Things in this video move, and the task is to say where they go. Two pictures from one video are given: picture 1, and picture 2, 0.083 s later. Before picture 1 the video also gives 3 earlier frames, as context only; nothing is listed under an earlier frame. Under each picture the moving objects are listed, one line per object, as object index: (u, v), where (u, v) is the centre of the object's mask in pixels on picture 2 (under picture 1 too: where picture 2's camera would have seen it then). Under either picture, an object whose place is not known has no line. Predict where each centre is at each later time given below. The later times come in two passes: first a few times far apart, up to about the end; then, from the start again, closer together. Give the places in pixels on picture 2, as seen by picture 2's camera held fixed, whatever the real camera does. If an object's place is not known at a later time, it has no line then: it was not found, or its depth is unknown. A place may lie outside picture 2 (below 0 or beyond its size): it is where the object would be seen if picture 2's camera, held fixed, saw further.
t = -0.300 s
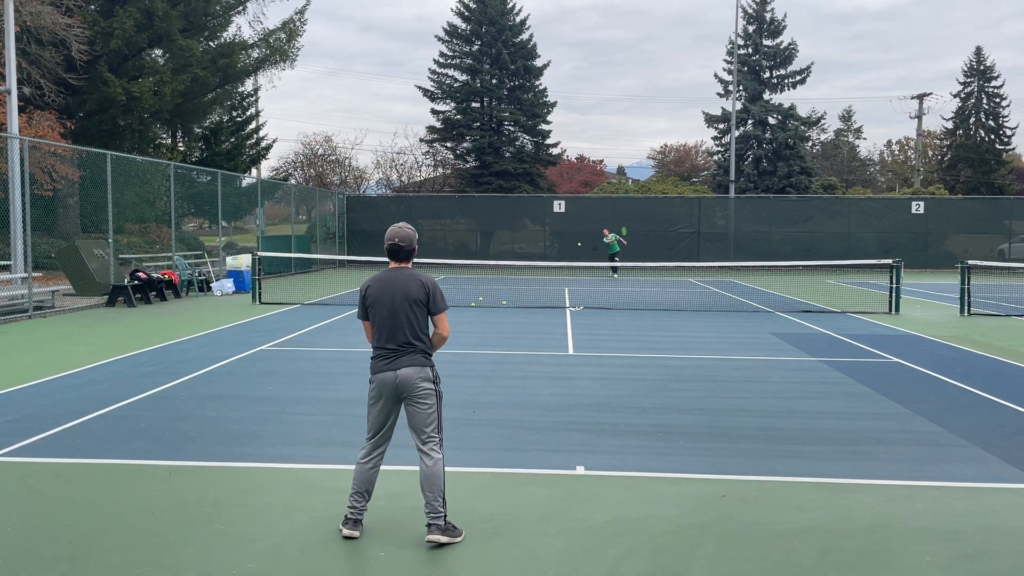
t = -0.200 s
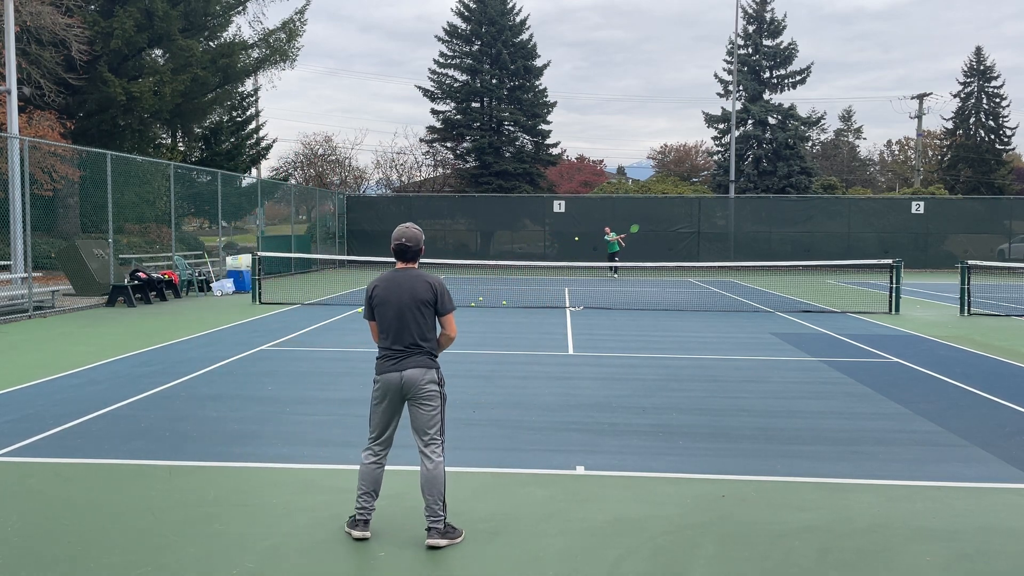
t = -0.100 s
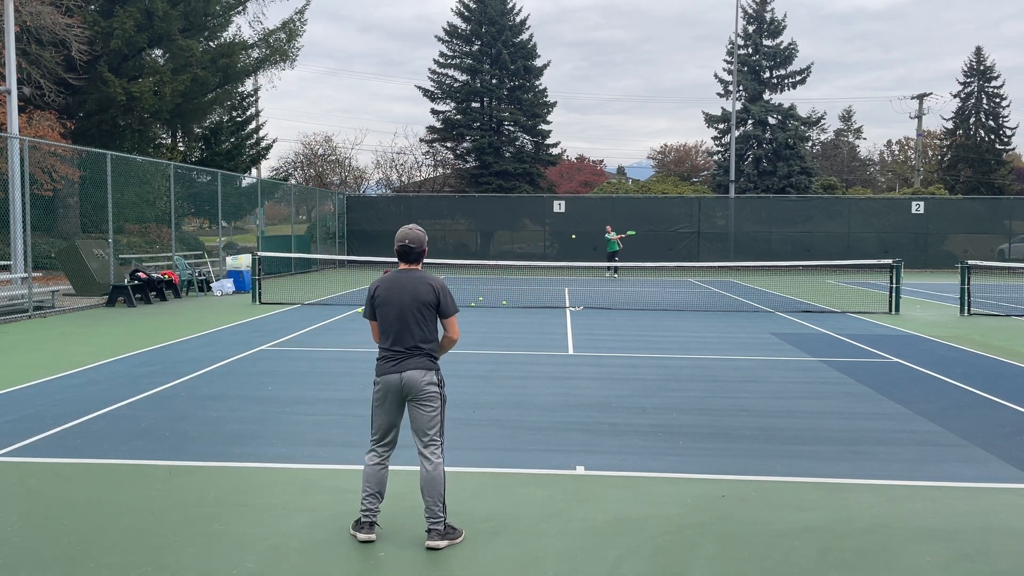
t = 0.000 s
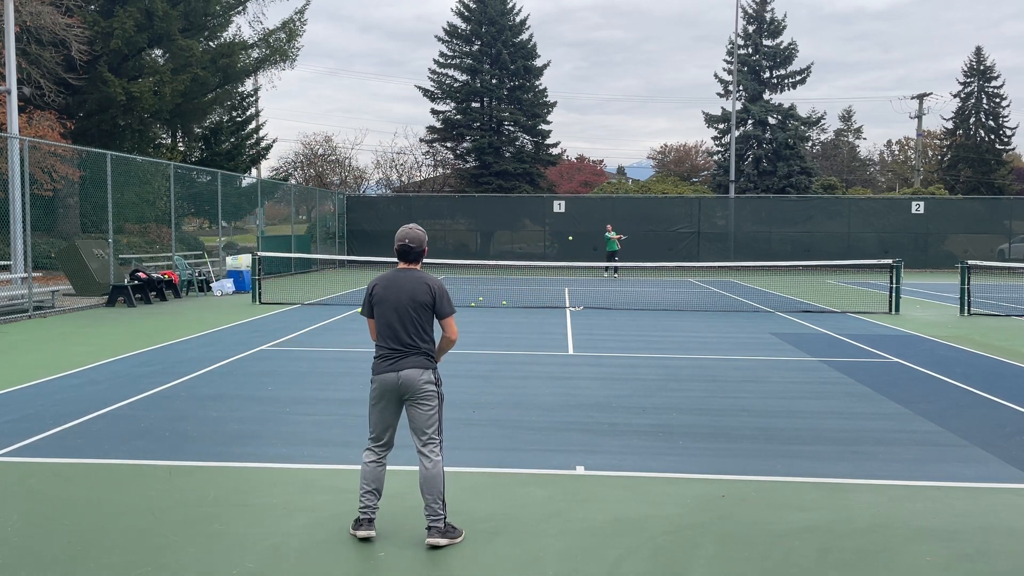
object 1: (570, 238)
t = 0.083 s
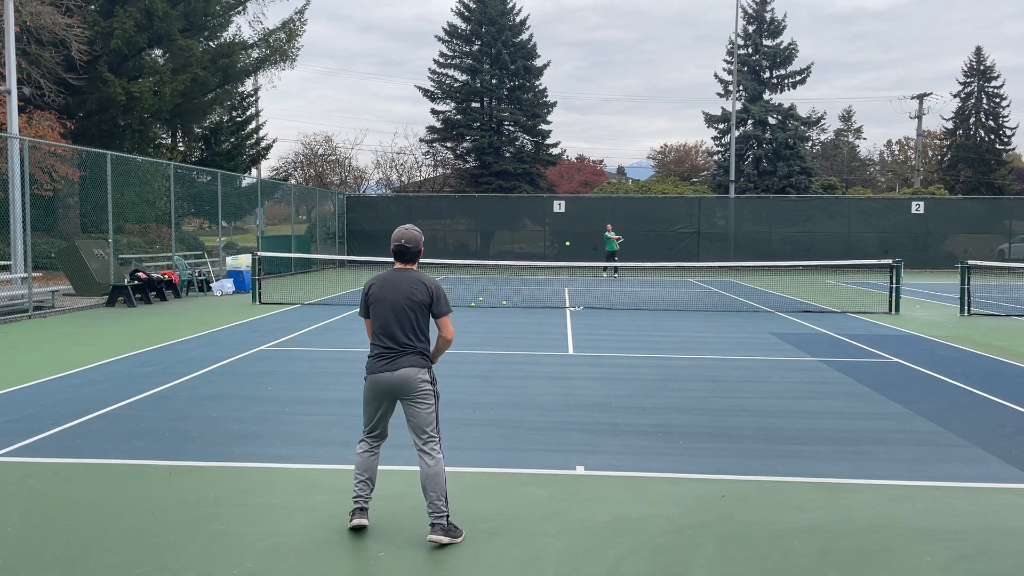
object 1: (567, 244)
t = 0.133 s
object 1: (565, 249)
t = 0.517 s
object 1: (545, 338)
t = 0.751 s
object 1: (533, 319)
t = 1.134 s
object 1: (500, 442)
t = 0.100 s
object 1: (567, 245)
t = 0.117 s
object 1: (566, 247)
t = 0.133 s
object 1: (565, 249)
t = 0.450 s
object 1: (549, 335)
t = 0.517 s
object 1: (545, 338)
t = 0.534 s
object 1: (545, 335)
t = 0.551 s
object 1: (544, 333)
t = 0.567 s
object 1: (543, 331)
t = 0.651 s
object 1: (539, 322)
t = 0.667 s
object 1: (538, 321)
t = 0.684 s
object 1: (537, 320)
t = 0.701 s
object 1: (536, 319)
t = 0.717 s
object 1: (535, 319)
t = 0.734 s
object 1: (534, 319)
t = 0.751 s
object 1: (533, 319)
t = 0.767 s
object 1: (532, 320)
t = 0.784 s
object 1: (531, 321)
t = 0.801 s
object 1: (530, 322)
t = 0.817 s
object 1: (529, 323)
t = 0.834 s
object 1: (528, 325)
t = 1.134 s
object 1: (500, 442)
